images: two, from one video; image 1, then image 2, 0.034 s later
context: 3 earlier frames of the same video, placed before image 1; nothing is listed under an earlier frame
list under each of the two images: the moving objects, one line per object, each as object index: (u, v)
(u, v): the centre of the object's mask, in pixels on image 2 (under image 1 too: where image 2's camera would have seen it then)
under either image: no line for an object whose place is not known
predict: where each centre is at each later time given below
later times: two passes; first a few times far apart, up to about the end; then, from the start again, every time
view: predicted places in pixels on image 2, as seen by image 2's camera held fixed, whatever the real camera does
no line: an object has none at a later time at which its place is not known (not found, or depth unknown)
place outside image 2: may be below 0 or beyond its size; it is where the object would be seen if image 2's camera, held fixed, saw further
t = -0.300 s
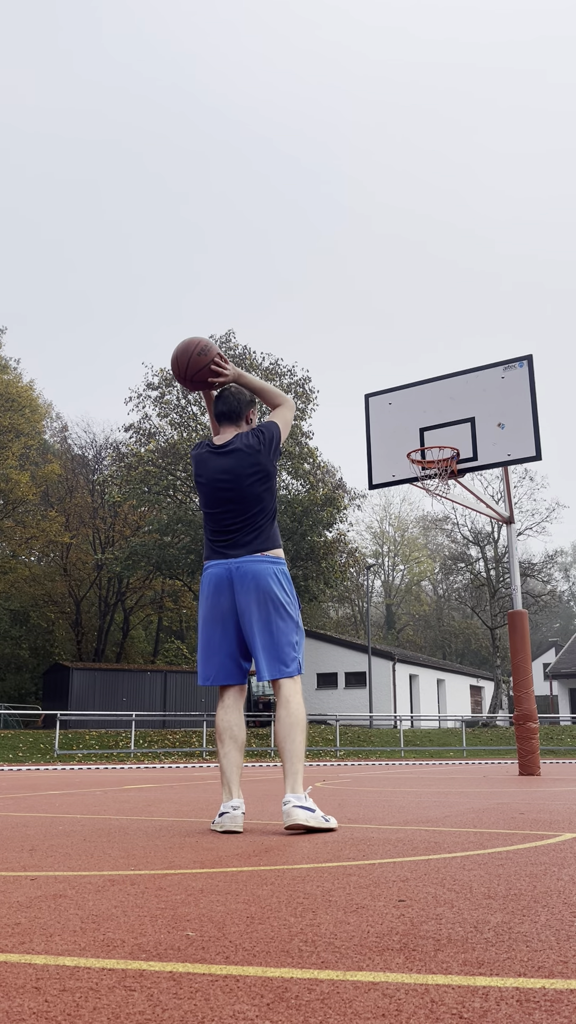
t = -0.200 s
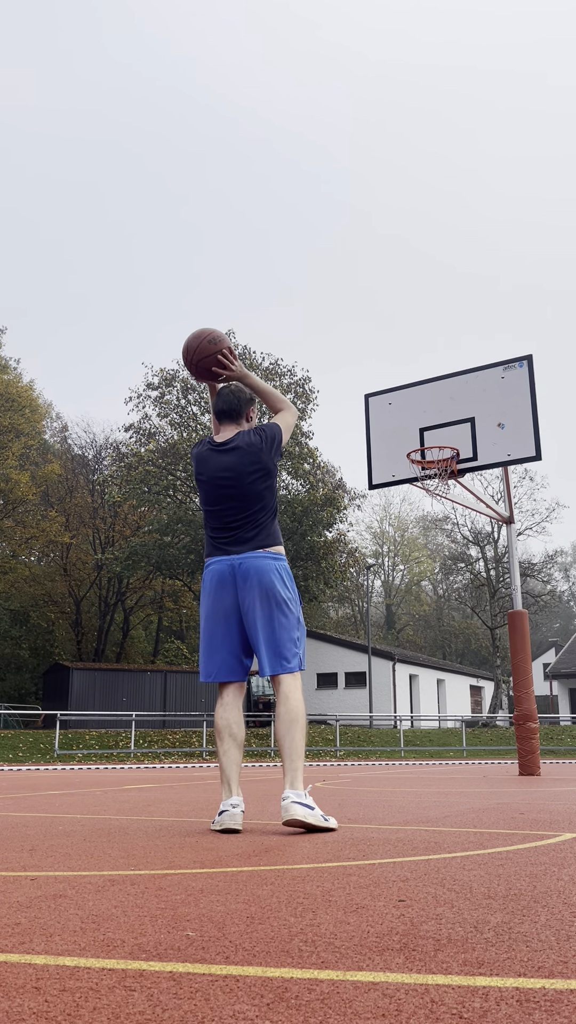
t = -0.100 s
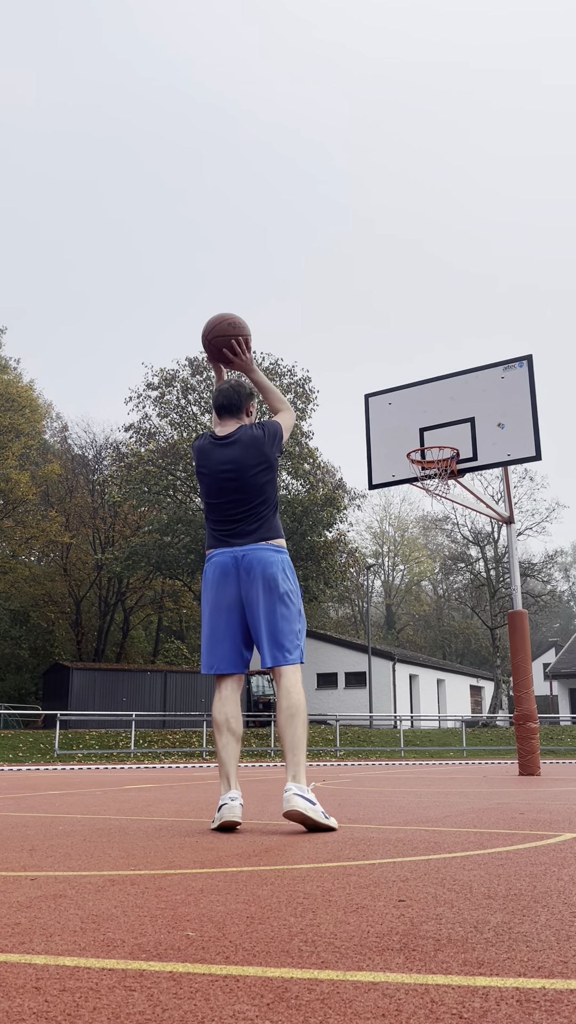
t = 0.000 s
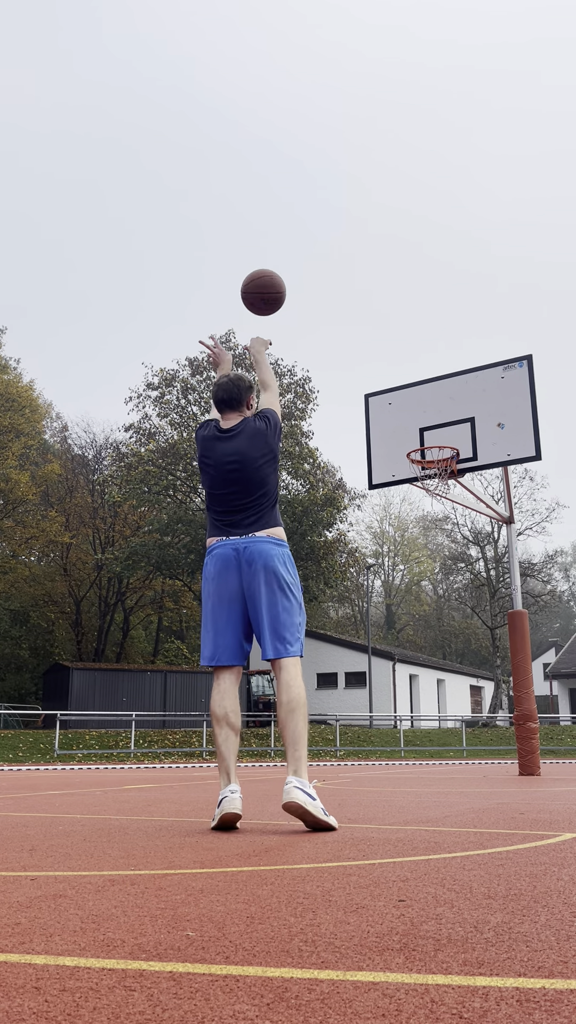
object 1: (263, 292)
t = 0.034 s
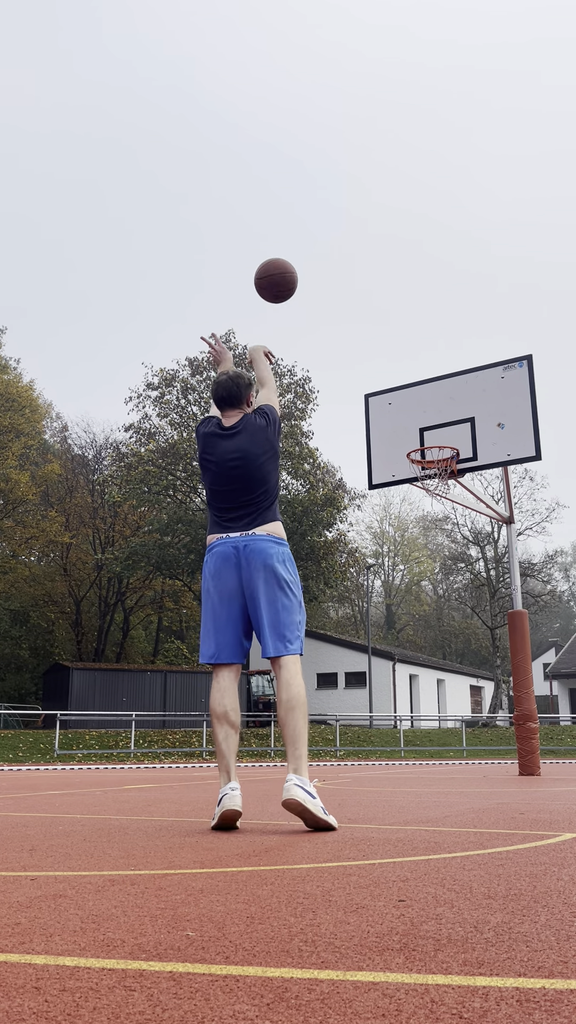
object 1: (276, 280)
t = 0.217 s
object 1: (331, 256)
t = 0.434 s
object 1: (377, 285)
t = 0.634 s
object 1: (410, 348)
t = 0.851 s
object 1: (439, 445)
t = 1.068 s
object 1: (423, 481)
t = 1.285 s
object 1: (427, 476)
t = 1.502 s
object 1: (444, 512)
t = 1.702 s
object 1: (462, 590)
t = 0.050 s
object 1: (282, 275)
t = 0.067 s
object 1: (288, 271)
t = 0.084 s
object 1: (293, 267)
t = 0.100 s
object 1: (298, 264)
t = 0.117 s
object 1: (304, 262)
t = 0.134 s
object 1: (308, 260)
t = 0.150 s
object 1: (313, 258)
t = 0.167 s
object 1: (318, 257)
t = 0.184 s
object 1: (322, 256)
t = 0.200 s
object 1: (327, 256)
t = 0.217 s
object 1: (331, 256)
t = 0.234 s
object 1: (335, 257)
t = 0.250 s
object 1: (339, 257)
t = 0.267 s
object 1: (343, 258)
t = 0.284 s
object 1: (347, 260)
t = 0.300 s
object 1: (351, 261)
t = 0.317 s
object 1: (354, 263)
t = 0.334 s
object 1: (358, 266)
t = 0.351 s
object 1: (361, 268)
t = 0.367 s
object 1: (365, 271)
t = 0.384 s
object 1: (368, 274)
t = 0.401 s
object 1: (371, 278)
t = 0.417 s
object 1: (374, 281)
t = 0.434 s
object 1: (377, 285)
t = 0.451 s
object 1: (380, 289)
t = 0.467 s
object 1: (383, 293)
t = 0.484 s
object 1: (386, 298)
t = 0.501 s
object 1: (389, 303)
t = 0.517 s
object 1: (392, 308)
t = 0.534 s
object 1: (394, 313)
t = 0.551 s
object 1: (397, 318)
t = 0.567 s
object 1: (400, 324)
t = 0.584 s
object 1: (402, 330)
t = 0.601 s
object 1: (405, 336)
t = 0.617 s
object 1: (407, 342)
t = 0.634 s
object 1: (410, 348)
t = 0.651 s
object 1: (412, 355)
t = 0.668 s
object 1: (415, 361)
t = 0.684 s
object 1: (417, 368)
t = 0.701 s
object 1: (419, 375)
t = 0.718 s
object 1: (422, 382)
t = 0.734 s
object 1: (424, 390)
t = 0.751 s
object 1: (426, 397)
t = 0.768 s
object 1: (428, 405)
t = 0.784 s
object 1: (431, 412)
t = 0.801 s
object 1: (433, 421)
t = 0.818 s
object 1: (435, 428)
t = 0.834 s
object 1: (437, 435)
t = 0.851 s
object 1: (439, 445)
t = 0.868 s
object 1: (441, 454)
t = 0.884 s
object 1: (442, 459)
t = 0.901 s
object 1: (445, 465)
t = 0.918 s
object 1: (441, 473)
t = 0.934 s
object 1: (440, 476)
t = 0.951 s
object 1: (438, 481)
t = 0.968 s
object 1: (435, 483)
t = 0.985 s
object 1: (432, 483)
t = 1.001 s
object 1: (430, 484)
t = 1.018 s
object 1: (428, 483)
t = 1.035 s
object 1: (426, 483)
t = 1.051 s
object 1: (424, 482)
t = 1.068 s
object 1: (423, 481)
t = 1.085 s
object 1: (421, 480)
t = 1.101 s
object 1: (420, 479)
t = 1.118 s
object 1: (419, 479)
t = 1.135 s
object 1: (419, 478)
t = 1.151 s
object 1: (420, 476)
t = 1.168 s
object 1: (420, 476)
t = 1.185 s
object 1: (421, 475)
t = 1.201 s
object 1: (421, 474)
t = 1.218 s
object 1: (422, 474)
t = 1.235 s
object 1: (423, 474)
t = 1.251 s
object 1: (424, 474)
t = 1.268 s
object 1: (425, 474)
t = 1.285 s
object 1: (427, 476)
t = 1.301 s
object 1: (428, 482)
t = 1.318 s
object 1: (429, 482)
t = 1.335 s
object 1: (431, 483)
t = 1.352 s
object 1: (432, 483)
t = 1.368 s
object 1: (433, 485)
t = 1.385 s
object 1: (434, 487)
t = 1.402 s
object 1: (436, 489)
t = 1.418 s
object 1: (437, 492)
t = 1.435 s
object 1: (438, 496)
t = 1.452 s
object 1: (439, 499)
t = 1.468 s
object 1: (441, 503)
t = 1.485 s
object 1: (442, 507)
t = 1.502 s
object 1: (444, 512)
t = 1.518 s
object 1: (445, 517)
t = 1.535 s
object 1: (447, 522)
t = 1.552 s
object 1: (448, 527)
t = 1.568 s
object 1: (449, 533)
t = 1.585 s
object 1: (451, 539)
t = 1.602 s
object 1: (452, 545)
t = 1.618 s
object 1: (454, 552)
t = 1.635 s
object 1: (455, 559)
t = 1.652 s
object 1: (457, 566)
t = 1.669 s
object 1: (459, 574)
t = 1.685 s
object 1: (460, 582)
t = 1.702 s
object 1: (462, 590)
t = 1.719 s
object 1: (463, 599)
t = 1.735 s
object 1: (465, 608)
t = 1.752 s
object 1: (467, 617)
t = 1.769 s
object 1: (469, 627)
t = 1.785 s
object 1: (471, 637)
